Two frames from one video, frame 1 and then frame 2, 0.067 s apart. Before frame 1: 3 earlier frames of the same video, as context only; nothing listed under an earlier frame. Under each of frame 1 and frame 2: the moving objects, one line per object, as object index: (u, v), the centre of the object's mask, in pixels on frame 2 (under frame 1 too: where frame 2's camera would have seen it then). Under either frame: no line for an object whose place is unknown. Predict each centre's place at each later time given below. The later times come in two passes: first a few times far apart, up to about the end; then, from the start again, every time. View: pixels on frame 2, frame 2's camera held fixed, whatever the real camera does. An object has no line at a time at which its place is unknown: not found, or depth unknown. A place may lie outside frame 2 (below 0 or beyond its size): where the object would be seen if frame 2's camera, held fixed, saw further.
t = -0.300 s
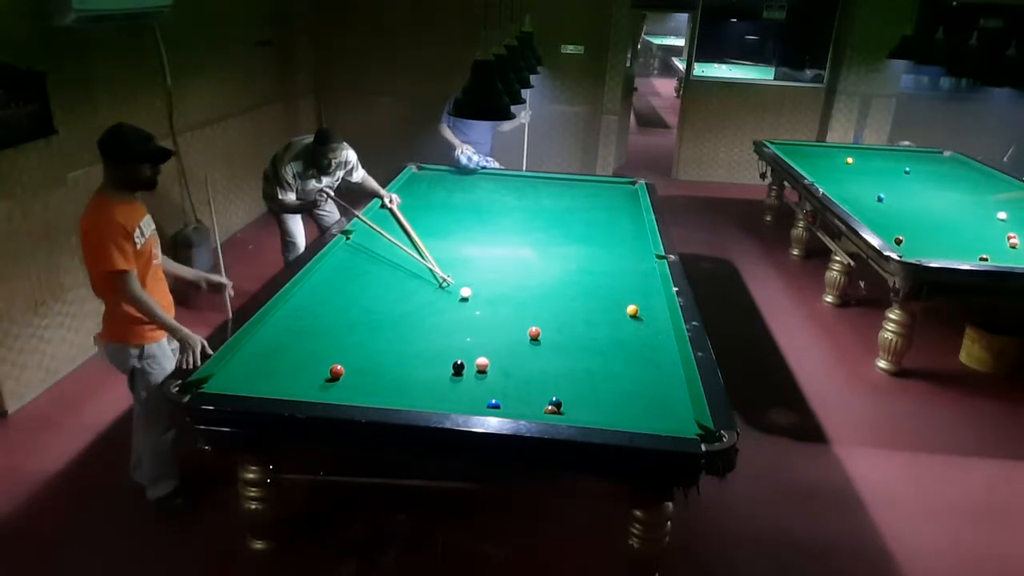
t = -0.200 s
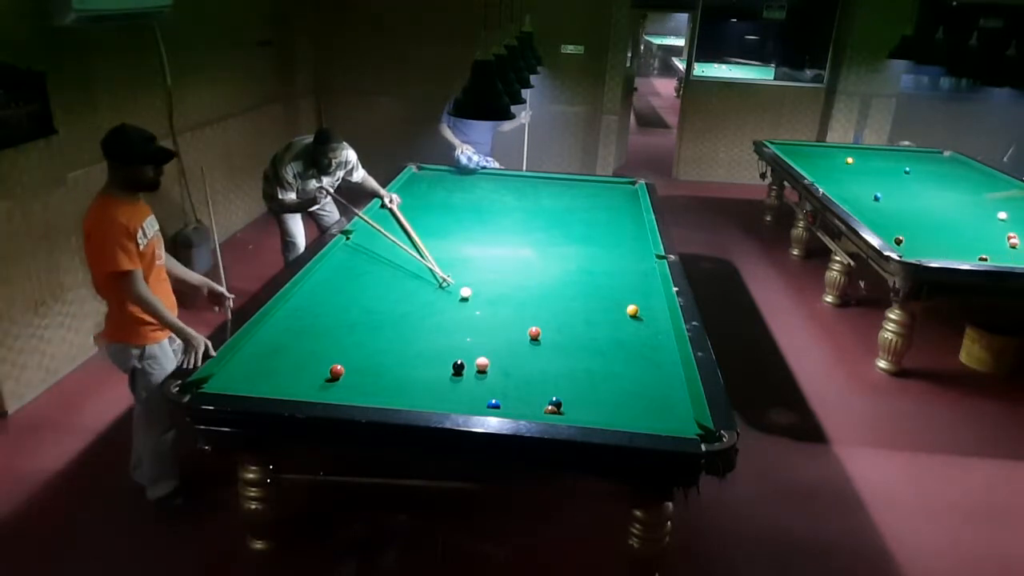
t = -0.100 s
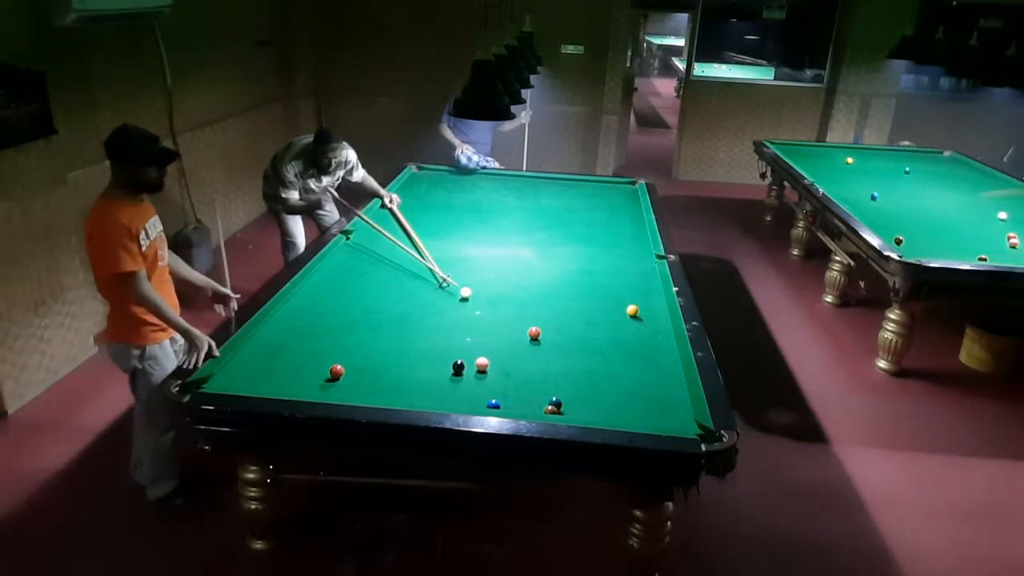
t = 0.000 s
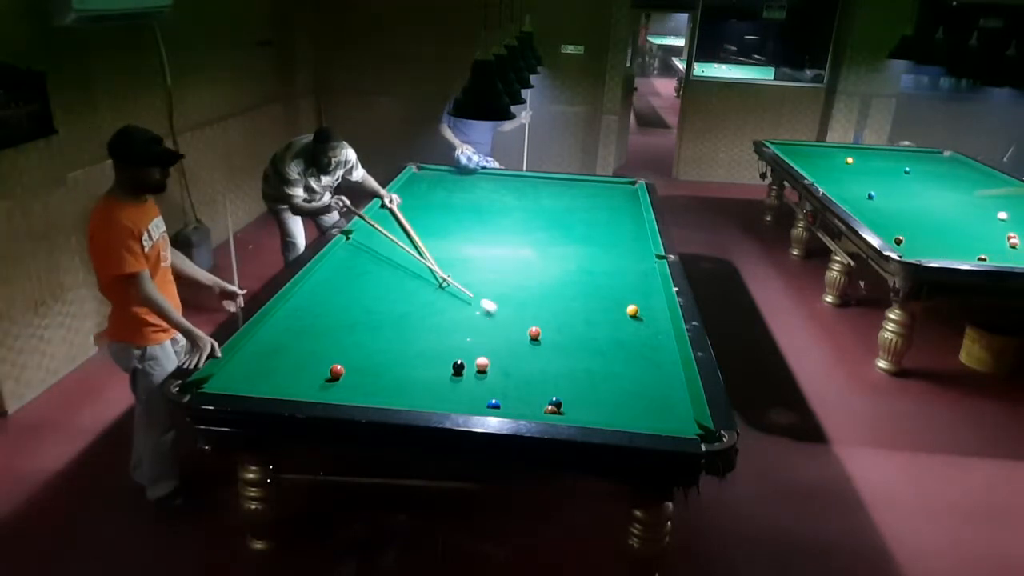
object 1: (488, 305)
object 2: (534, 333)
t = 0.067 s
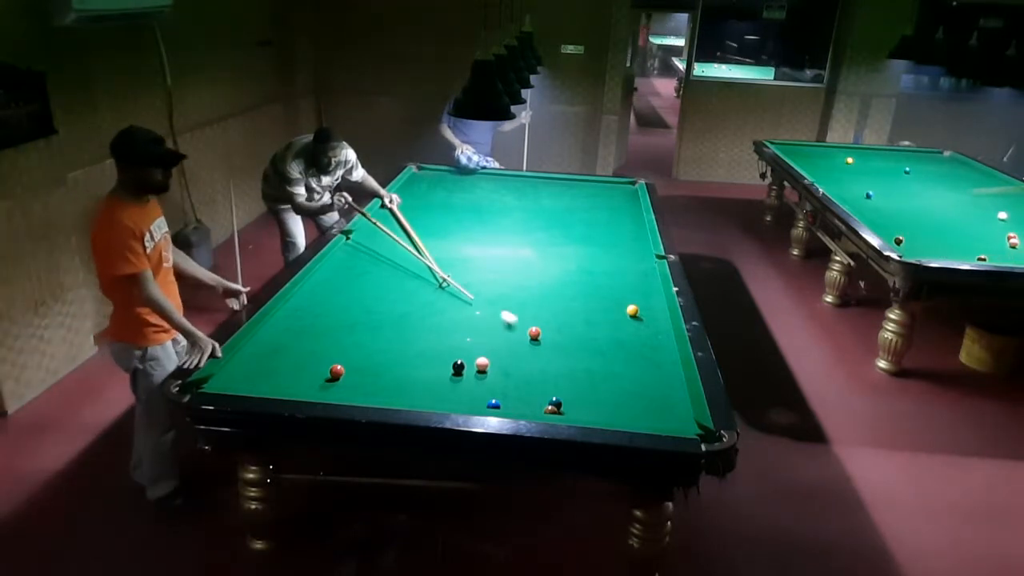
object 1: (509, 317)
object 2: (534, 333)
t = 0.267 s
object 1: (528, 332)
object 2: (581, 357)
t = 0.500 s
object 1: (544, 344)
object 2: (647, 393)
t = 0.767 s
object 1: (563, 359)
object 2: (655, 420)
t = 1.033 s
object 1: (583, 374)
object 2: (604, 399)
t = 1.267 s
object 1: (600, 387)
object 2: (565, 382)
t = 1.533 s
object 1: (619, 402)
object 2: (526, 365)
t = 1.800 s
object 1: (639, 416)
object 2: (490, 349)
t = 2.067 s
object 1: (653, 418)
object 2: (458, 336)
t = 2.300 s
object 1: (661, 413)
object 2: (433, 325)
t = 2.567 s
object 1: (669, 407)
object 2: (406, 314)
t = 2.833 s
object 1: (676, 403)
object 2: (383, 304)
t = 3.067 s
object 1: (681, 400)
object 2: (364, 297)
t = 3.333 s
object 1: (678, 398)
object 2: (345, 289)
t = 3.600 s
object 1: (676, 397)
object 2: (327, 281)
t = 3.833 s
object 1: (676, 397)
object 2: (317, 276)
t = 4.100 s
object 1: (676, 397)
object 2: (333, 274)
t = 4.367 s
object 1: (676, 397)
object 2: (347, 273)
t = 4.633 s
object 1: (676, 397)
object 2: (358, 271)
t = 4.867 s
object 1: (676, 397)
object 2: (367, 270)
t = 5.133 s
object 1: (676, 397)
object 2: (376, 269)
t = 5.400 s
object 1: (676, 397)
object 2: (383, 268)
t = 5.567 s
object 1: (677, 397)
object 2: (386, 268)
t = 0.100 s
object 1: (519, 323)
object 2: (534, 333)
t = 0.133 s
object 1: (525, 328)
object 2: (538, 334)
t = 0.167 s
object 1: (526, 329)
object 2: (549, 340)
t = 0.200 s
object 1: (526, 330)
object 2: (560, 346)
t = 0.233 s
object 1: (527, 331)
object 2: (570, 351)
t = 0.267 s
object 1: (528, 332)
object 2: (581, 357)
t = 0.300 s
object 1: (530, 334)
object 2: (591, 363)
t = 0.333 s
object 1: (532, 335)
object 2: (601, 368)
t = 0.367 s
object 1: (534, 337)
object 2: (610, 373)
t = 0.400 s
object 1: (537, 339)
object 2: (619, 378)
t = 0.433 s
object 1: (539, 341)
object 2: (628, 383)
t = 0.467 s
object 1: (541, 342)
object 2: (638, 388)
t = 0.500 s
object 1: (544, 344)
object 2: (647, 393)
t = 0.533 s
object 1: (546, 346)
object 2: (657, 398)
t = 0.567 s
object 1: (549, 348)
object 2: (667, 404)
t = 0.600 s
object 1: (551, 350)
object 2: (678, 410)
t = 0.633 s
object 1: (554, 352)
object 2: (682, 415)
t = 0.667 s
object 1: (556, 353)
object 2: (674, 417)
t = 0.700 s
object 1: (558, 355)
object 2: (667, 418)
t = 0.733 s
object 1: (561, 357)
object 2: (661, 420)
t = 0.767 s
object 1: (563, 359)
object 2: (655, 420)
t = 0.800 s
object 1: (566, 361)
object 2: (648, 418)
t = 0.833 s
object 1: (568, 363)
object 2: (641, 416)
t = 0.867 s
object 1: (570, 364)
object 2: (635, 413)
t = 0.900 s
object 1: (573, 367)
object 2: (629, 411)
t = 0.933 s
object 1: (575, 368)
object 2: (623, 408)
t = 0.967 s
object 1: (578, 370)
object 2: (616, 405)
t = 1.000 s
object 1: (580, 372)
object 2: (610, 402)
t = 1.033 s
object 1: (583, 374)
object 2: (604, 399)
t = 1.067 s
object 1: (585, 376)
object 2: (599, 397)
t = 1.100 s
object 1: (587, 378)
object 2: (593, 394)
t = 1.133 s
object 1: (590, 379)
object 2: (587, 392)
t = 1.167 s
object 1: (593, 382)
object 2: (581, 389)
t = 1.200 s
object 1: (595, 383)
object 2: (576, 387)
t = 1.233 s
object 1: (597, 385)
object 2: (570, 384)
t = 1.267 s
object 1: (600, 387)
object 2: (565, 382)
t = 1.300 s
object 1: (602, 389)
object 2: (560, 380)
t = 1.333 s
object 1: (605, 391)
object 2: (555, 377)
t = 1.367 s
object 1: (607, 393)
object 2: (550, 375)
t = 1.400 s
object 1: (610, 395)
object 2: (545, 373)
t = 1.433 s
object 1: (612, 396)
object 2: (540, 371)
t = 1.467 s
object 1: (615, 398)
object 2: (535, 369)
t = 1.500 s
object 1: (617, 400)
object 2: (530, 366)
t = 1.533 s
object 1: (619, 402)
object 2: (526, 365)
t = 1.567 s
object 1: (622, 404)
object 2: (521, 362)
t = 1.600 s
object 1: (625, 406)
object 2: (516, 361)
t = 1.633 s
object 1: (627, 408)
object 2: (512, 358)
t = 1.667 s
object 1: (630, 410)
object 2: (507, 356)
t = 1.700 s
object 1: (632, 412)
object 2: (503, 355)
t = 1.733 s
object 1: (634, 413)
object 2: (499, 353)
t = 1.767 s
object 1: (637, 415)
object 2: (494, 351)
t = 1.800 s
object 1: (639, 416)
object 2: (490, 349)
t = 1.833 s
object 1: (641, 417)
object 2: (486, 347)
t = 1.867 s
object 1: (644, 418)
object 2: (482, 346)
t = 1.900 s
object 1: (646, 420)
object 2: (478, 344)
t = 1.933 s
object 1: (648, 419)
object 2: (474, 342)
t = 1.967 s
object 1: (649, 419)
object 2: (470, 341)
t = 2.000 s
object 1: (651, 418)
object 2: (466, 339)
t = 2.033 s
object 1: (652, 418)
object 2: (462, 337)
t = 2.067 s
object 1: (653, 418)
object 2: (458, 336)
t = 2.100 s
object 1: (655, 417)
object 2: (454, 334)
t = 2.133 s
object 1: (656, 417)
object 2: (451, 332)
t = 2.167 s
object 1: (657, 416)
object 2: (447, 331)
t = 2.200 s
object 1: (658, 415)
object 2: (443, 329)
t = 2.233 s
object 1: (659, 414)
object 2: (440, 327)
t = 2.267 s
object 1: (660, 413)
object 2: (436, 326)
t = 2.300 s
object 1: (661, 413)
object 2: (433, 325)
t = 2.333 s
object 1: (662, 412)
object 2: (430, 323)
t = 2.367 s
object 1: (663, 411)
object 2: (426, 322)
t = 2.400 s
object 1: (664, 411)
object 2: (423, 321)
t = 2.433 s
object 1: (665, 410)
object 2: (420, 319)
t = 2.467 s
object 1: (666, 409)
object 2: (416, 318)
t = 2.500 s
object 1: (667, 409)
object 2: (413, 316)
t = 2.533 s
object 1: (668, 408)
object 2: (410, 315)
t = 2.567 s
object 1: (669, 407)
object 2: (406, 314)
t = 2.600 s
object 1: (670, 407)
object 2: (404, 313)
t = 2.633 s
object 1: (671, 406)
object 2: (401, 311)
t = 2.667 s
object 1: (672, 405)
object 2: (398, 310)
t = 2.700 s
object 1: (673, 405)
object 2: (395, 309)
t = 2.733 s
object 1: (673, 404)
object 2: (392, 308)
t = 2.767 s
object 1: (674, 404)
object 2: (389, 306)
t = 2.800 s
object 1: (675, 404)
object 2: (386, 305)
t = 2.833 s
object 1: (676, 403)
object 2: (383, 304)
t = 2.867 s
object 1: (677, 402)
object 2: (380, 303)
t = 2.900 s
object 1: (677, 402)
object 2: (378, 302)
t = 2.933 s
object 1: (678, 401)
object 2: (375, 301)
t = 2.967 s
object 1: (679, 401)
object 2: (372, 299)
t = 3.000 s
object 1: (680, 401)
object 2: (369, 299)
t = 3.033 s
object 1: (680, 400)
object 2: (367, 297)
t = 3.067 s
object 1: (681, 400)
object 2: (364, 297)
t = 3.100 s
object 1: (680, 400)
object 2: (361, 296)
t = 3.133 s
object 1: (680, 400)
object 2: (359, 295)
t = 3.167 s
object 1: (679, 399)
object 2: (356, 294)
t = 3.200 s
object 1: (679, 399)
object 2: (354, 292)
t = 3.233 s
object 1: (678, 399)
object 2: (352, 291)
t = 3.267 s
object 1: (678, 398)
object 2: (349, 291)
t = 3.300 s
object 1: (678, 398)
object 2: (347, 290)
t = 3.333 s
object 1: (678, 398)
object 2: (345, 289)
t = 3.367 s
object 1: (677, 398)
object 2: (342, 287)
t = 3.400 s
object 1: (677, 397)
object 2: (340, 286)
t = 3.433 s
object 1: (677, 397)
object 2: (338, 286)
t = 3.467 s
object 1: (677, 397)
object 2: (336, 285)
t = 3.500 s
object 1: (676, 397)
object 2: (333, 284)
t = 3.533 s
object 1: (676, 397)
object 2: (331, 283)
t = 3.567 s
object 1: (676, 397)
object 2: (329, 282)
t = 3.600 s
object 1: (676, 397)
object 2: (327, 281)
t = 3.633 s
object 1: (676, 397)
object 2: (325, 280)
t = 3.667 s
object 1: (676, 397)
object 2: (323, 279)
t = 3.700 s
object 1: (676, 397)
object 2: (321, 279)
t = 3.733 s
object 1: (676, 397)
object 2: (319, 278)
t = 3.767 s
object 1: (676, 397)
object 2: (317, 277)
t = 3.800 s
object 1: (676, 397)
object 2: (315, 277)
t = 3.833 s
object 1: (676, 397)
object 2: (317, 276)
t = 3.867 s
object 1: (676, 397)
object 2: (319, 276)
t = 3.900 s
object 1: (676, 397)
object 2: (321, 276)
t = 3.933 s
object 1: (676, 397)
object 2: (323, 276)
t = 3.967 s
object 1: (676, 397)
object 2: (325, 275)
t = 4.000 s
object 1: (676, 397)
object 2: (327, 275)
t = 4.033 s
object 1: (676, 397)
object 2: (329, 275)
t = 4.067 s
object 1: (676, 397)
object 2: (331, 274)
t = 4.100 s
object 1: (676, 397)
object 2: (333, 274)
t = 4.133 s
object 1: (676, 397)
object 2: (335, 274)
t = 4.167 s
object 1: (676, 397)
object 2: (336, 274)
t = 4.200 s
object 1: (676, 397)
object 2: (338, 274)
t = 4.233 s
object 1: (676, 397)
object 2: (340, 273)
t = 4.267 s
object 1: (676, 397)
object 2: (342, 273)
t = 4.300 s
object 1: (676, 397)
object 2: (343, 273)
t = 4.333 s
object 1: (676, 397)
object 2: (345, 273)
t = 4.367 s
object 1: (676, 397)
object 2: (347, 273)
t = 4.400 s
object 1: (676, 397)
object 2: (348, 272)
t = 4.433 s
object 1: (676, 397)
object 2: (350, 272)
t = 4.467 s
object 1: (676, 397)
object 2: (351, 272)
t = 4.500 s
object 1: (676, 397)
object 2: (353, 272)
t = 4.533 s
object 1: (676, 397)
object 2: (354, 272)
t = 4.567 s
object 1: (676, 397)
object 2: (356, 271)
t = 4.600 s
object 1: (676, 397)
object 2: (357, 271)
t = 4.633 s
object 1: (676, 397)
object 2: (358, 271)
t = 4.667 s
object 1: (676, 397)
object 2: (360, 271)
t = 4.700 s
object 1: (676, 397)
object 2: (361, 271)
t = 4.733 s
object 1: (676, 397)
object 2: (362, 270)
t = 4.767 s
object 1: (676, 397)
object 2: (364, 270)
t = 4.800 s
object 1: (676, 397)
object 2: (365, 270)
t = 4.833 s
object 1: (676, 397)
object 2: (366, 270)
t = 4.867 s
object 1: (676, 397)
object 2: (367, 270)
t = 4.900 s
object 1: (676, 397)
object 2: (368, 270)
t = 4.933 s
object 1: (676, 397)
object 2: (370, 270)
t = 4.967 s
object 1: (676, 397)
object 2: (371, 269)
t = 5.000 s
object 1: (676, 397)
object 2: (372, 269)
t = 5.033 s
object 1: (676, 397)
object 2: (373, 269)
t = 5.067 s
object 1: (676, 397)
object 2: (374, 269)
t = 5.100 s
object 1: (676, 397)
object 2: (375, 269)
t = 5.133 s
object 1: (676, 397)
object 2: (376, 269)
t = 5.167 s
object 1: (676, 397)
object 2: (377, 269)
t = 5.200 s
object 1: (676, 397)
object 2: (377, 269)
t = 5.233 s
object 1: (676, 397)
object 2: (378, 269)
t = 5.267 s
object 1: (676, 397)
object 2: (380, 269)
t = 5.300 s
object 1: (676, 397)
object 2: (381, 269)
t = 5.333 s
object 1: (676, 397)
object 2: (381, 268)
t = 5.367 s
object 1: (676, 397)
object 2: (382, 268)
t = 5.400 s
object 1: (676, 397)
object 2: (383, 268)
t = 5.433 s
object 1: (676, 397)
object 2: (384, 268)
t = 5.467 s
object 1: (676, 397)
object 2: (384, 268)
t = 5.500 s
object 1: (677, 397)
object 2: (385, 268)
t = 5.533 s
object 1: (677, 397)
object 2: (385, 268)
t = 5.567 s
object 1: (677, 397)
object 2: (386, 268)
